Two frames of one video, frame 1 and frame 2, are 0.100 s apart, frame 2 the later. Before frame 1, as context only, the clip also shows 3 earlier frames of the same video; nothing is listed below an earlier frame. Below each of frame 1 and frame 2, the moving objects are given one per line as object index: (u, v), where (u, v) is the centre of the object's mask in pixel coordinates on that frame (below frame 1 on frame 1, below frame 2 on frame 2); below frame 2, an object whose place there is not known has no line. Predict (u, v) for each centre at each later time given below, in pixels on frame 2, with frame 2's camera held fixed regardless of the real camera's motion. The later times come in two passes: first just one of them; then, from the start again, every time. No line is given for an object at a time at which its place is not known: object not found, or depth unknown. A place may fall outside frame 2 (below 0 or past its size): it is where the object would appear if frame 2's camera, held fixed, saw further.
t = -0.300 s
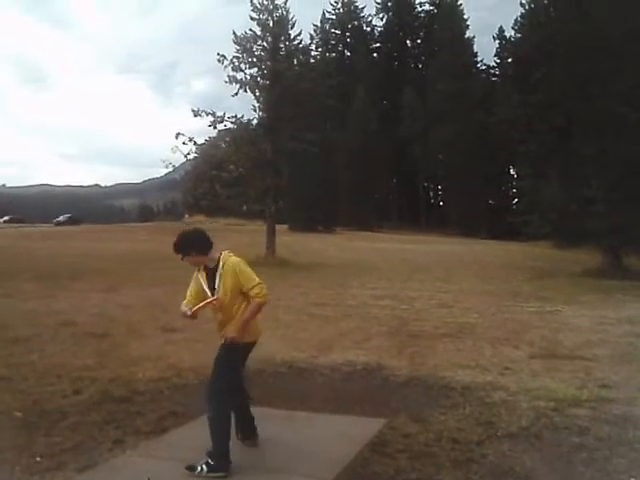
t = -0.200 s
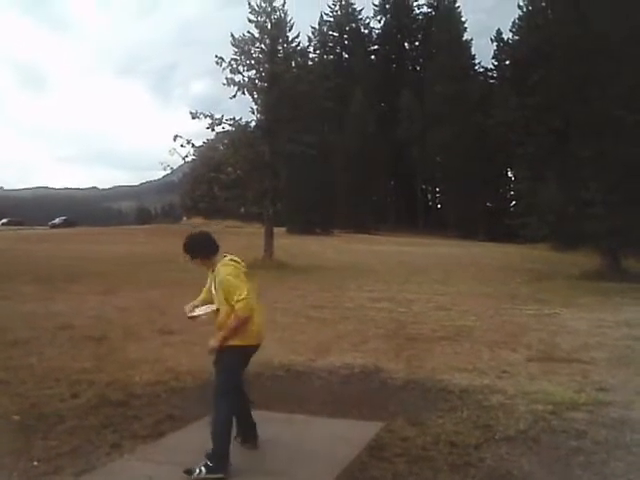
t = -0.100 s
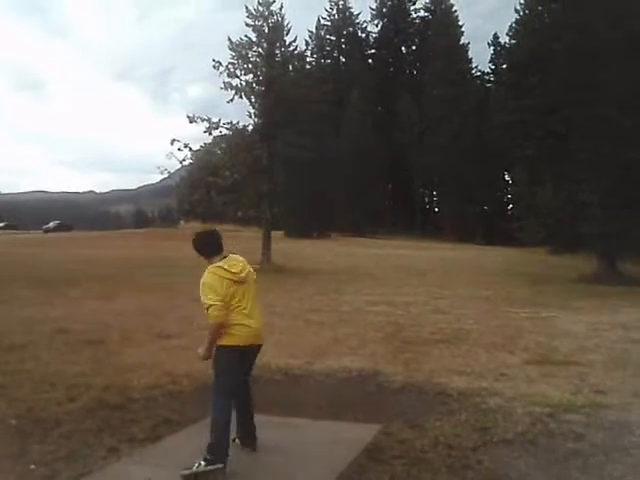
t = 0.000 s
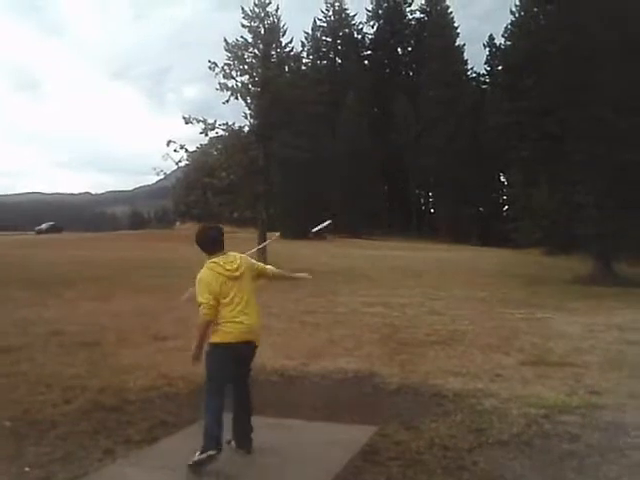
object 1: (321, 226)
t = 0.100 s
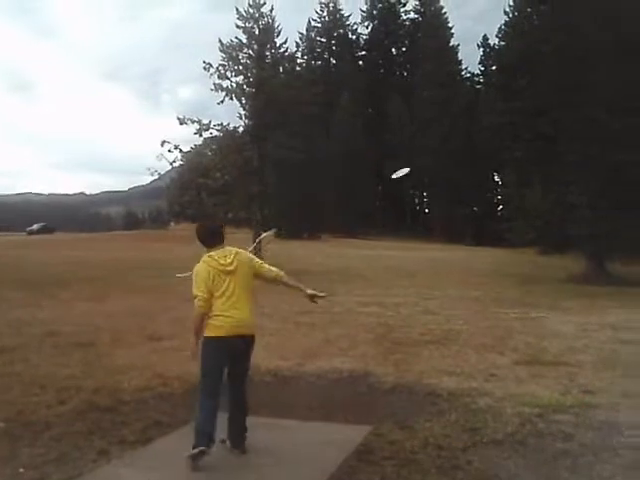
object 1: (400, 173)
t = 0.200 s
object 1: (465, 132)
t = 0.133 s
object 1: (423, 158)
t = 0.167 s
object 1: (445, 144)
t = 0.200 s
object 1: (465, 132)
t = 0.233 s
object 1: (484, 121)
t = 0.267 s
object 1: (500, 111)
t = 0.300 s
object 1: (516, 100)
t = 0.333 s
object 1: (531, 91)
